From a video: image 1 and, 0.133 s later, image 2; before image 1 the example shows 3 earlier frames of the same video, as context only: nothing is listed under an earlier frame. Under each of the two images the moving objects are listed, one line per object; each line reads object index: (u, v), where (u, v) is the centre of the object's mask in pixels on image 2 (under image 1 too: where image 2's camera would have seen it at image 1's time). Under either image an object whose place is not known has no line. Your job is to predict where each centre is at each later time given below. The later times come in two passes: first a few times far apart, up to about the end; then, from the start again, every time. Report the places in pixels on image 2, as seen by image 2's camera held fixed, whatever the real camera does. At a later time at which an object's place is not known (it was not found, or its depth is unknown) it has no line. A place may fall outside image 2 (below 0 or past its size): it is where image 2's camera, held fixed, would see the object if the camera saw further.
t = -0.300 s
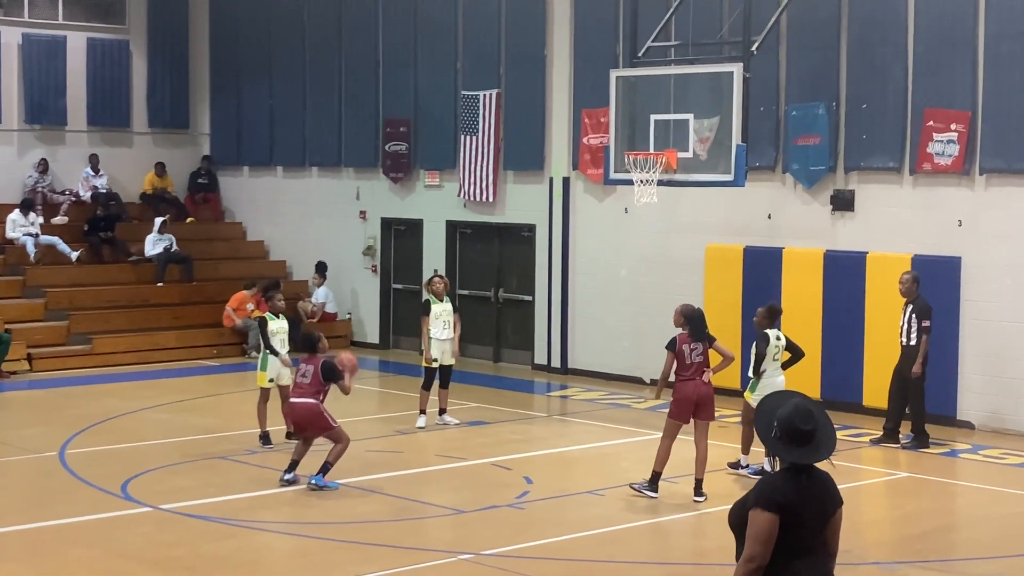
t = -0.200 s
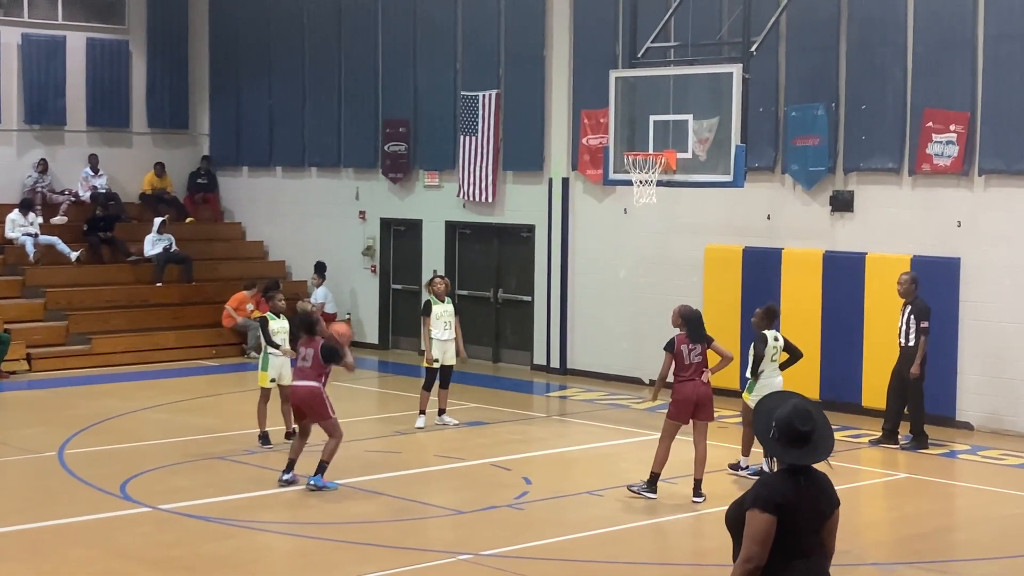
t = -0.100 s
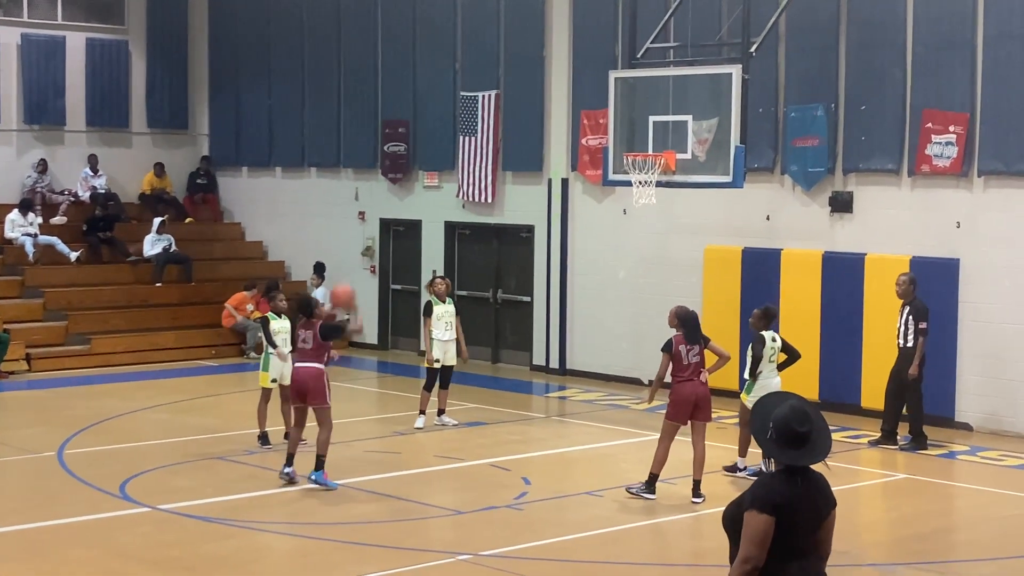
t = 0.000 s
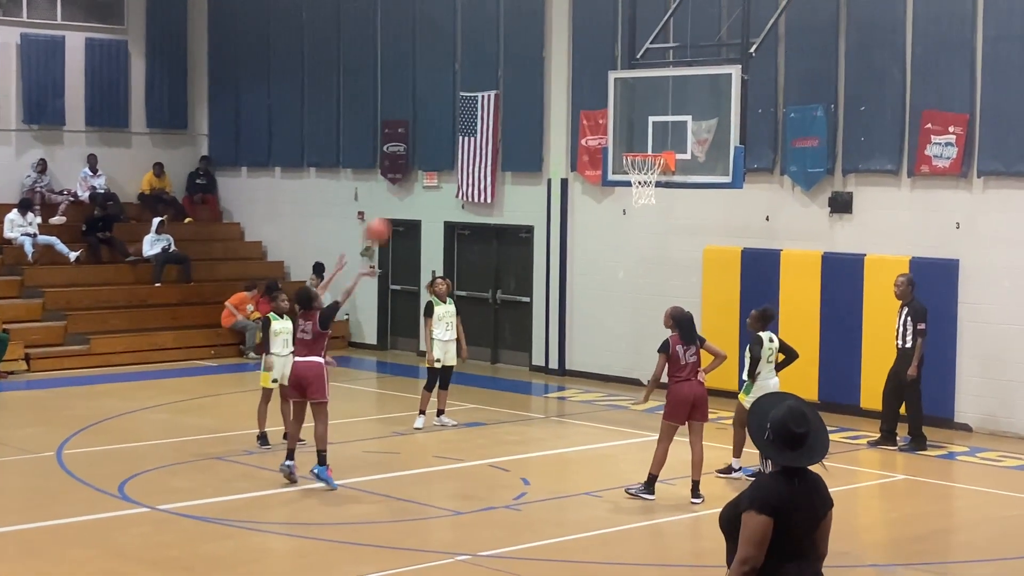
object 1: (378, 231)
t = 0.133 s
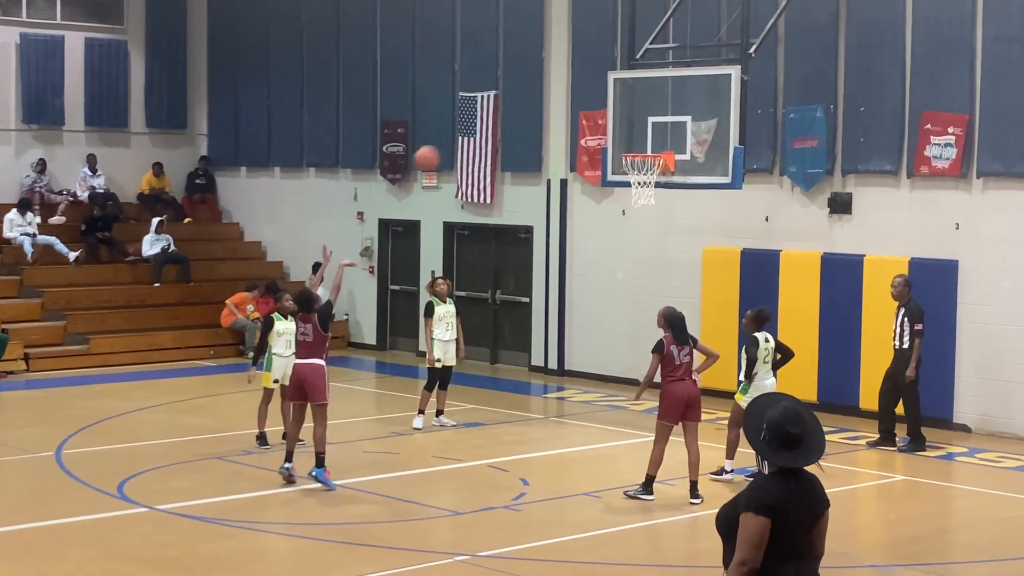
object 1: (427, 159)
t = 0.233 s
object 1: (461, 118)
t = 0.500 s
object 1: (547, 66)
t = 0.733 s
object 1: (615, 78)
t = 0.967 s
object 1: (669, 137)
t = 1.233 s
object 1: (614, 122)
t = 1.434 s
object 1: (583, 117)
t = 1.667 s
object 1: (546, 158)
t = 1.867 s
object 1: (515, 232)
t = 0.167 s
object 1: (439, 144)
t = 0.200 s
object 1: (450, 131)
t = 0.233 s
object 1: (461, 118)
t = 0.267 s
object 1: (472, 108)
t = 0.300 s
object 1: (484, 97)
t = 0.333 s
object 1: (495, 89)
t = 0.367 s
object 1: (506, 82)
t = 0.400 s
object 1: (517, 77)
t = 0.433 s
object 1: (527, 72)
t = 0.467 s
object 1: (537, 68)
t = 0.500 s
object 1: (547, 66)
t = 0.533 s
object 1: (557, 65)
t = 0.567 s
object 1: (568, 65)
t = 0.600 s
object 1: (578, 66)
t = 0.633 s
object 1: (587, 67)
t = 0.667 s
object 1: (596, 69)
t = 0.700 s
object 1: (606, 73)
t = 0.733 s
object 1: (615, 78)
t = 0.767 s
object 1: (625, 84)
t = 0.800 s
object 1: (633, 90)
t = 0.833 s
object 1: (641, 98)
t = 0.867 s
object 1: (650, 107)
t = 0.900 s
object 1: (658, 115)
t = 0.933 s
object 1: (667, 128)
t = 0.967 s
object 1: (669, 137)
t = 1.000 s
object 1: (662, 144)
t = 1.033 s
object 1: (653, 145)
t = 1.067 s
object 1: (643, 145)
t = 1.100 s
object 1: (636, 144)
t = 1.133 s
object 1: (630, 137)
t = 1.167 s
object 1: (626, 131)
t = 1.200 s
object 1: (620, 125)
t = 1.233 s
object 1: (614, 122)
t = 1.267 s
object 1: (610, 118)
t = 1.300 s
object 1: (604, 116)
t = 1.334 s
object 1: (599, 114)
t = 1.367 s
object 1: (594, 118)
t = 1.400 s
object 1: (589, 114)
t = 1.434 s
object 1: (583, 117)
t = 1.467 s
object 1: (578, 119)
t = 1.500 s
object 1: (573, 124)
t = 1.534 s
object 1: (567, 129)
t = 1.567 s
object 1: (562, 135)
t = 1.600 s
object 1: (557, 142)
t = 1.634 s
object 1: (551, 149)
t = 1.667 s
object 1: (546, 158)
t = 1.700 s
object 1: (541, 168)
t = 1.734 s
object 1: (536, 178)
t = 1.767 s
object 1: (530, 190)
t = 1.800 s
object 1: (525, 203)
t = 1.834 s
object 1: (520, 218)
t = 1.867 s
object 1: (515, 232)
